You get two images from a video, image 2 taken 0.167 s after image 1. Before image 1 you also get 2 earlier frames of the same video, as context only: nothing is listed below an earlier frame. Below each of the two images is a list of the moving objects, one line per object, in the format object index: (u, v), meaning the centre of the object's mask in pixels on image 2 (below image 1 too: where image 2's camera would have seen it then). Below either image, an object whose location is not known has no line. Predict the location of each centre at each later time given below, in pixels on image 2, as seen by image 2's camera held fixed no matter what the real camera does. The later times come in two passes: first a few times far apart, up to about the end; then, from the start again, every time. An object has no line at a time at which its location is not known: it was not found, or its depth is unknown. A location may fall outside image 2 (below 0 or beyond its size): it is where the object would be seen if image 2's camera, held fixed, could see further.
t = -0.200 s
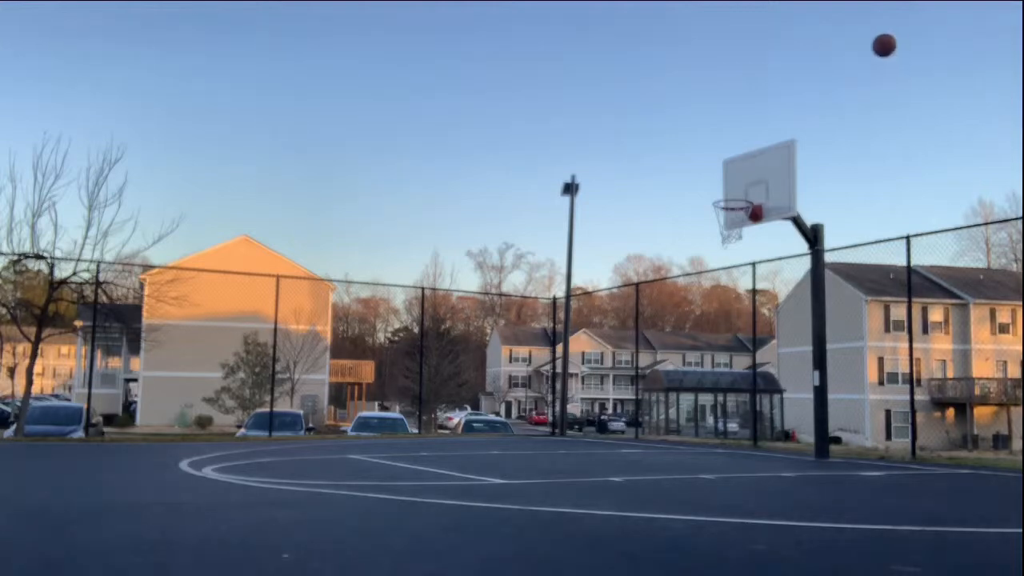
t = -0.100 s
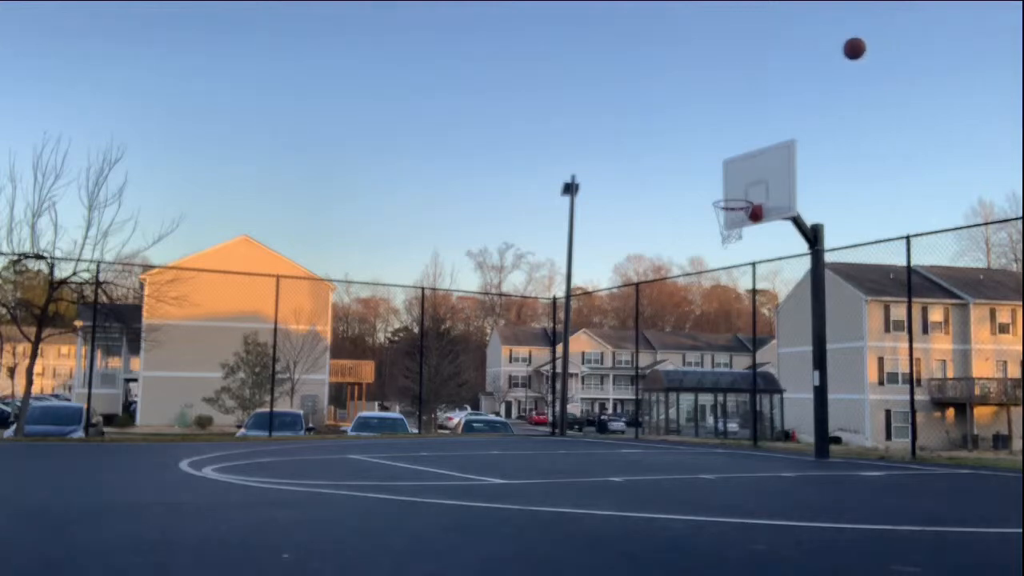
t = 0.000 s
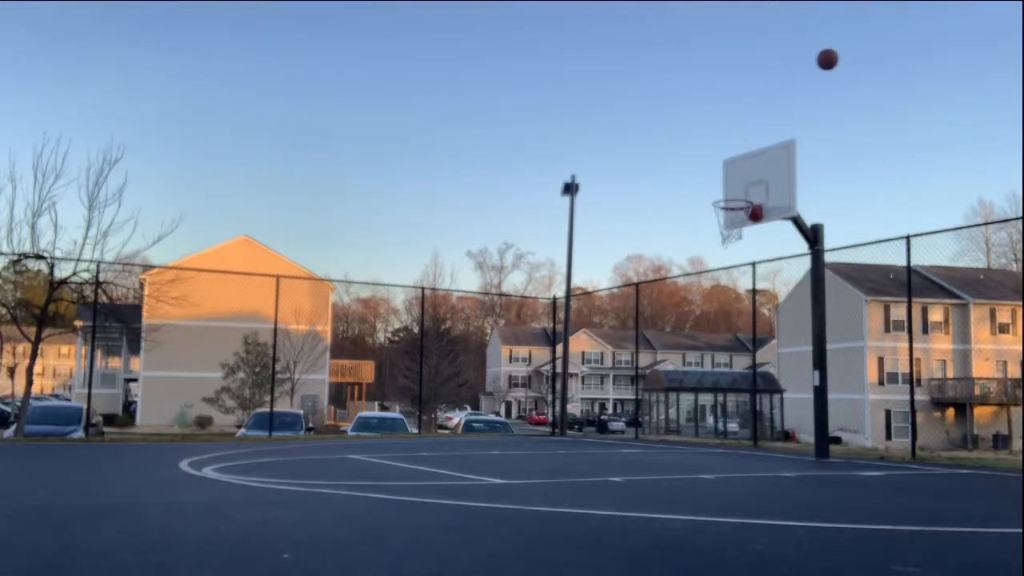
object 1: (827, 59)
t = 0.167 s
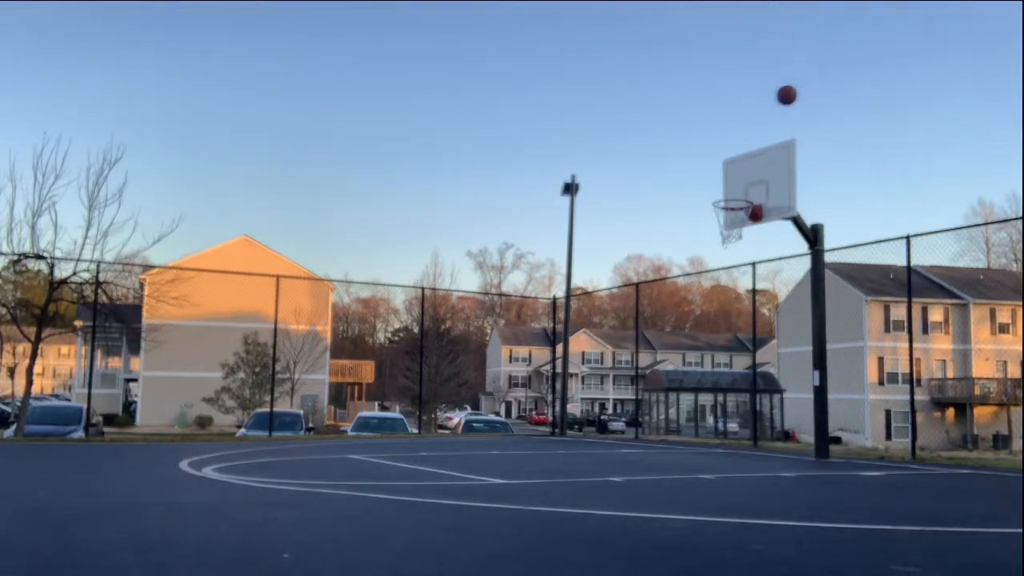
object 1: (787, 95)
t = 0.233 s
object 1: (771, 114)
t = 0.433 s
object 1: (731, 188)
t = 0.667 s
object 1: (730, 236)
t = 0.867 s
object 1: (740, 275)
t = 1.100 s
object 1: (751, 361)
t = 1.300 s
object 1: (761, 439)
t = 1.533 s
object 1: (782, 359)
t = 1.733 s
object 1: (800, 327)
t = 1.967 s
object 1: (825, 330)
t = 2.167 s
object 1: (845, 374)
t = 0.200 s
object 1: (779, 104)
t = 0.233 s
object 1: (771, 114)
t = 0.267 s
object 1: (765, 124)
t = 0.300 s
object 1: (757, 136)
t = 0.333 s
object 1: (751, 148)
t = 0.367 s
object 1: (744, 161)
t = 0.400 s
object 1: (737, 174)
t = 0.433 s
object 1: (731, 188)
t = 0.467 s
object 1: (726, 199)
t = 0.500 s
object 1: (725, 207)
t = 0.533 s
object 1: (725, 215)
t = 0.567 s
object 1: (726, 223)
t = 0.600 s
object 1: (728, 230)
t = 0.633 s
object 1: (729, 233)
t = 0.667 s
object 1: (730, 236)
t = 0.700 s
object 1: (732, 240)
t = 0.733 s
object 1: (734, 246)
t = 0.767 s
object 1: (735, 251)
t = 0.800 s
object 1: (737, 258)
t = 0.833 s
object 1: (739, 266)
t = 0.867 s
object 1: (740, 275)
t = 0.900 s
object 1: (742, 286)
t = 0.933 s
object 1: (743, 296)
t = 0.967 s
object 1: (745, 307)
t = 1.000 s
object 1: (746, 319)
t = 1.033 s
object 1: (748, 333)
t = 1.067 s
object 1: (749, 347)
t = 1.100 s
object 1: (751, 361)
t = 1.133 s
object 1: (753, 378)
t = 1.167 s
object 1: (754, 394)
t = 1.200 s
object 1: (756, 413)
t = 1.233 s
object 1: (757, 430)
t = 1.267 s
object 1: (758, 451)
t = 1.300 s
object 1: (761, 439)
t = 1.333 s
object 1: (764, 426)
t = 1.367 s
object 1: (767, 413)
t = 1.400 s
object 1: (770, 399)
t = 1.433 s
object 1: (773, 388)
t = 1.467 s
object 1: (776, 378)
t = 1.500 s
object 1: (779, 368)
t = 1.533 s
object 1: (782, 359)
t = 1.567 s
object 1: (785, 351)
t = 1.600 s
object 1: (788, 345)
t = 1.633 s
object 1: (791, 338)
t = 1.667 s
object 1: (794, 334)
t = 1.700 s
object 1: (797, 330)
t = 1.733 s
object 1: (800, 327)
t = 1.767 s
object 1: (803, 325)
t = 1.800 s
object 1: (806, 323)
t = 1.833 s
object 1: (810, 323)
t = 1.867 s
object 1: (812, 323)
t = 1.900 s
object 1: (816, 325)
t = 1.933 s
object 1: (819, 327)
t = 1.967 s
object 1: (825, 330)
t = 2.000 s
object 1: (827, 335)
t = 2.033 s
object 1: (830, 341)
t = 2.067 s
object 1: (834, 348)
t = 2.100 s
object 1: (837, 355)
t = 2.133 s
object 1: (841, 364)
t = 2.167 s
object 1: (845, 374)
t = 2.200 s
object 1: (848, 384)
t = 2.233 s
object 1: (852, 396)
